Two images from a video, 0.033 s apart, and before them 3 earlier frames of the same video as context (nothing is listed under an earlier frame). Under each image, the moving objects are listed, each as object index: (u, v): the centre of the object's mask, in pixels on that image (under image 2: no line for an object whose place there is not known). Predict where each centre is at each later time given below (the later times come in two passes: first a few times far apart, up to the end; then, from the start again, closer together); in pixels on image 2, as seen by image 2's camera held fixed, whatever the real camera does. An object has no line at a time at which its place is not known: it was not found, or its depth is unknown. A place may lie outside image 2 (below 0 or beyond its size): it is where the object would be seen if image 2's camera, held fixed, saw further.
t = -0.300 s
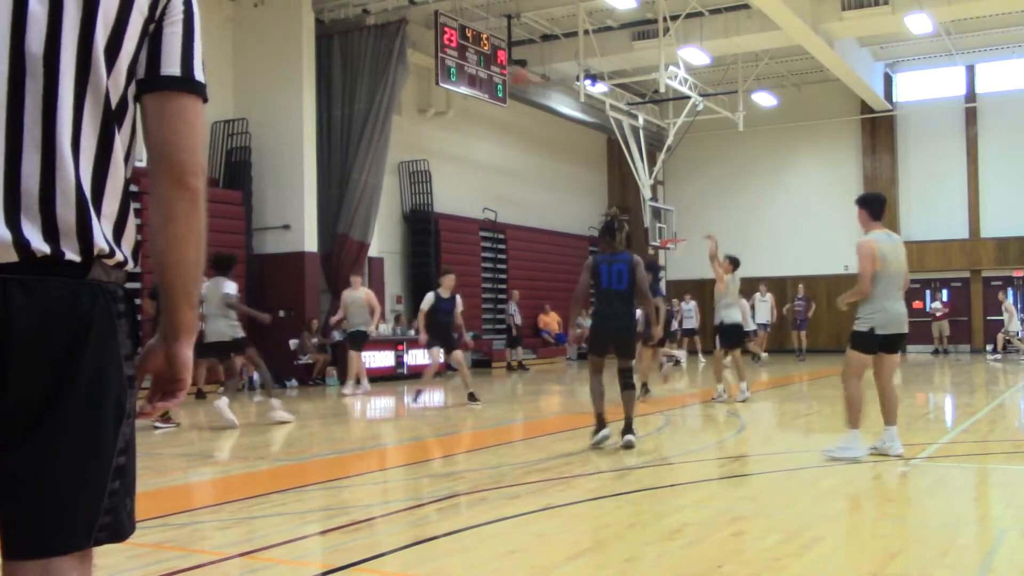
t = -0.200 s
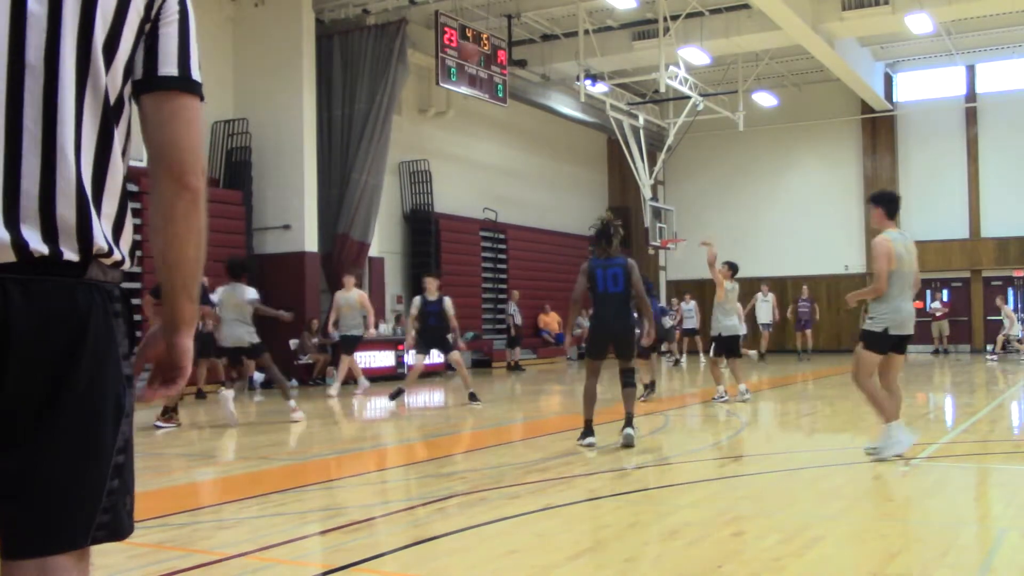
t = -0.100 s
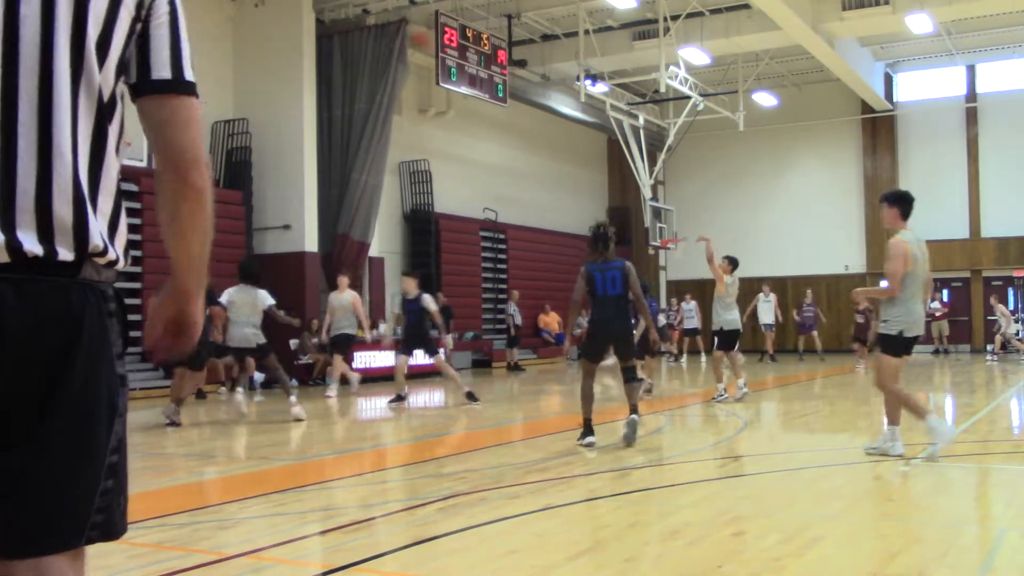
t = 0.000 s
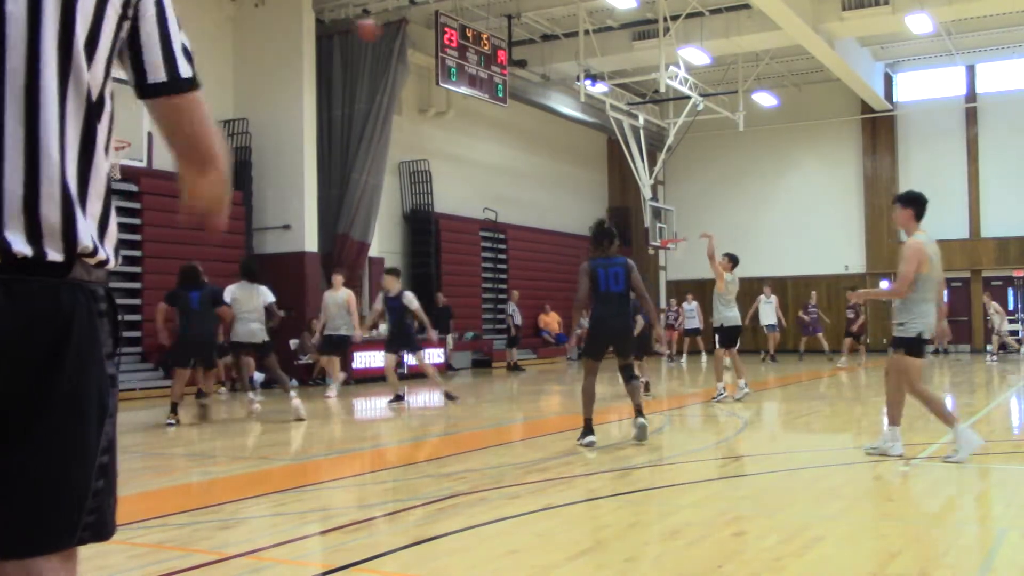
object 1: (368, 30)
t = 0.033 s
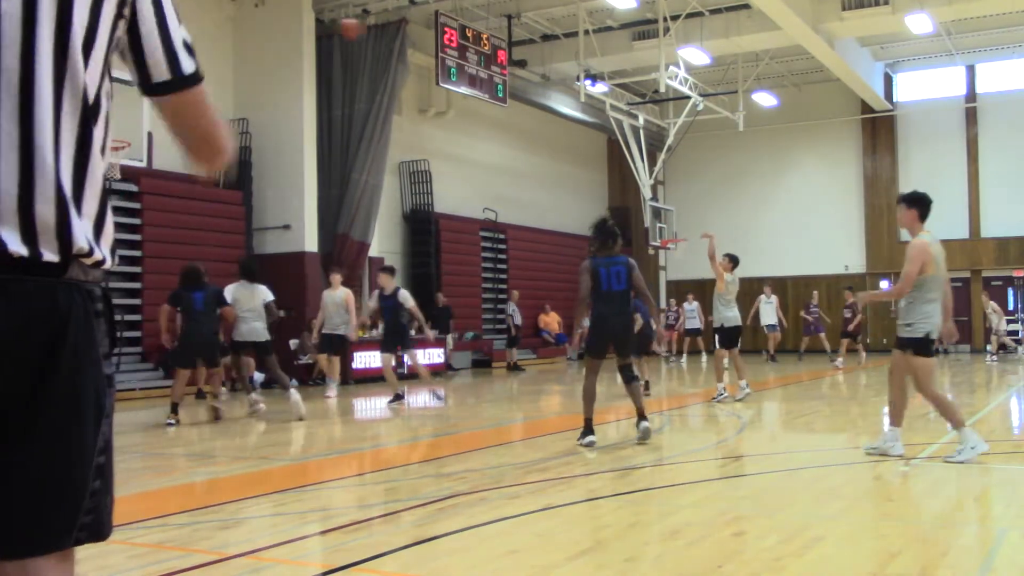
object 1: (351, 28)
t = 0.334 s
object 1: (192, 67)
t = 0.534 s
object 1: (91, 134)
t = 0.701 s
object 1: (133, 68)
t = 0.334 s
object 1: (192, 67)
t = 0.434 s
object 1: (139, 98)
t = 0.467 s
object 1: (121, 110)
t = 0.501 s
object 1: (106, 122)
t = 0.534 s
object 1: (91, 134)
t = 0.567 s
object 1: (98, 118)
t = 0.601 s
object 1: (107, 105)
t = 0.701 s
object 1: (133, 68)
